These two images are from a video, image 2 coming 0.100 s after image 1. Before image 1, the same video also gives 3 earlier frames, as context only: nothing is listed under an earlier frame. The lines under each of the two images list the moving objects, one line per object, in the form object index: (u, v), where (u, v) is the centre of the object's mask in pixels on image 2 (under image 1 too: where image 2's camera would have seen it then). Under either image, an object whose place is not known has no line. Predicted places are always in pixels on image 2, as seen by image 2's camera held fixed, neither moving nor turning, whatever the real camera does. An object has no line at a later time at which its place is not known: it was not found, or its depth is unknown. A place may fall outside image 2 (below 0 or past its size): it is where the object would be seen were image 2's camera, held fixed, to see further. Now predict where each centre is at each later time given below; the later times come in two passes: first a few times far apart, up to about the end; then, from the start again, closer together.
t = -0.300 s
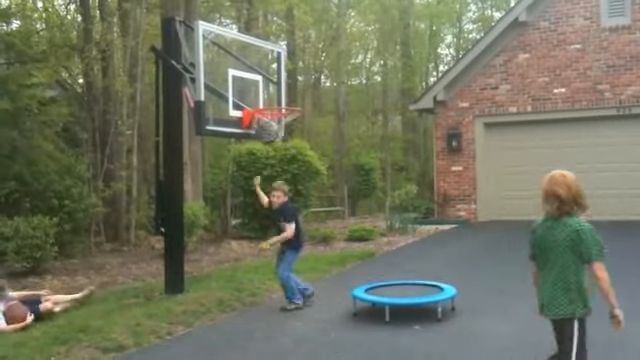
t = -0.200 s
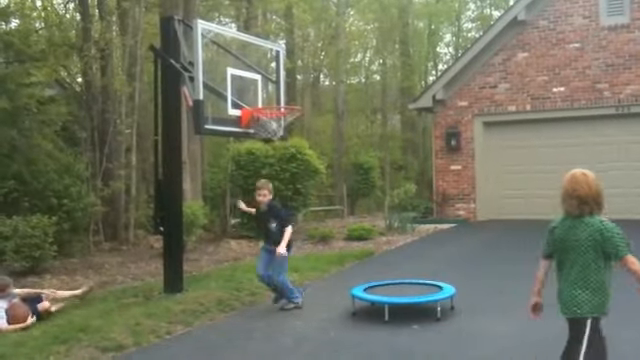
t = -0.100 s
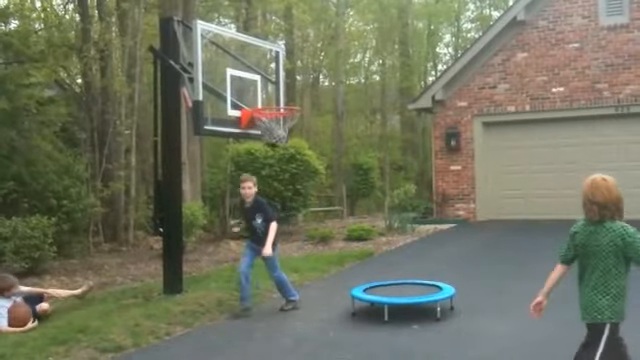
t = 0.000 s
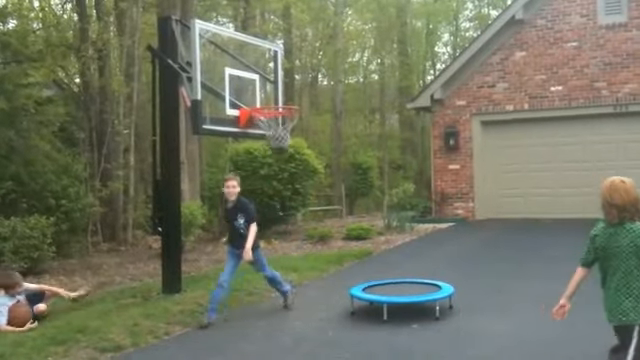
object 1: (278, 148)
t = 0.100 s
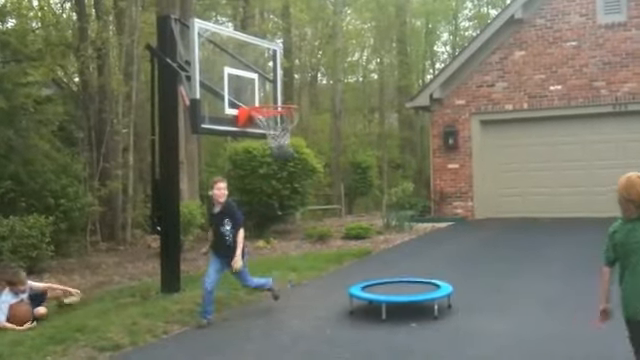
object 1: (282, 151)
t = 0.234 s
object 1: (290, 186)
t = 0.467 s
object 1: (304, 293)
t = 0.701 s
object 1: (307, 225)
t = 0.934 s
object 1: (310, 200)
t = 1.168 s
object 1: (319, 227)
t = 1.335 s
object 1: (326, 291)
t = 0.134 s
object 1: (284, 156)
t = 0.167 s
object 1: (286, 166)
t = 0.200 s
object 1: (287, 175)
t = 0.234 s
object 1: (290, 186)
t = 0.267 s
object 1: (292, 199)
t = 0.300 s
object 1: (295, 211)
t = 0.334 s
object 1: (296, 224)
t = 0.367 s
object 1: (297, 240)
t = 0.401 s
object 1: (299, 257)
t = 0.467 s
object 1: (304, 293)
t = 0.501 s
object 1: (304, 287)
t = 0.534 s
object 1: (305, 275)
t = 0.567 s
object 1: (305, 263)
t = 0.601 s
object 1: (305, 252)
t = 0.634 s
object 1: (306, 242)
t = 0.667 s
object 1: (306, 233)
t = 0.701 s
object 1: (307, 225)
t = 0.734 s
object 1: (307, 218)
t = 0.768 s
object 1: (307, 212)
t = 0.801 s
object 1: (308, 208)
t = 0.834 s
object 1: (308, 204)
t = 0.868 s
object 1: (308, 201)
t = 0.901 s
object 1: (309, 200)
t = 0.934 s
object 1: (310, 200)
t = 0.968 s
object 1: (311, 200)
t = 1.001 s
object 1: (312, 201)
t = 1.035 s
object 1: (314, 204)
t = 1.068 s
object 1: (314, 208)
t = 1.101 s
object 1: (316, 214)
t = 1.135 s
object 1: (317, 221)
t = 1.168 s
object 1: (319, 227)
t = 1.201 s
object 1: (319, 239)
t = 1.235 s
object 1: (321, 250)
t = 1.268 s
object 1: (323, 263)
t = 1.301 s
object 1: (325, 276)
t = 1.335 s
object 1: (326, 291)
